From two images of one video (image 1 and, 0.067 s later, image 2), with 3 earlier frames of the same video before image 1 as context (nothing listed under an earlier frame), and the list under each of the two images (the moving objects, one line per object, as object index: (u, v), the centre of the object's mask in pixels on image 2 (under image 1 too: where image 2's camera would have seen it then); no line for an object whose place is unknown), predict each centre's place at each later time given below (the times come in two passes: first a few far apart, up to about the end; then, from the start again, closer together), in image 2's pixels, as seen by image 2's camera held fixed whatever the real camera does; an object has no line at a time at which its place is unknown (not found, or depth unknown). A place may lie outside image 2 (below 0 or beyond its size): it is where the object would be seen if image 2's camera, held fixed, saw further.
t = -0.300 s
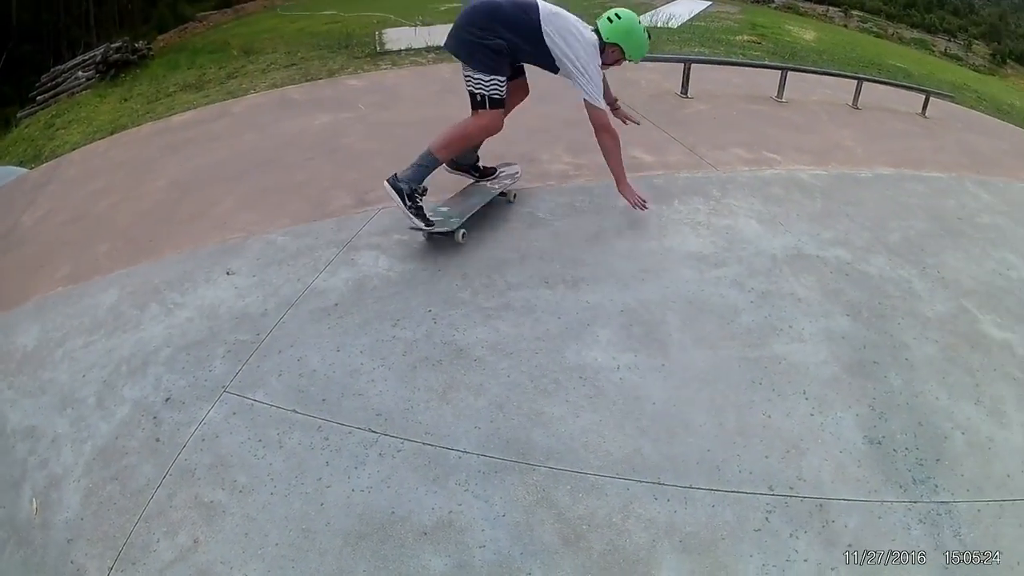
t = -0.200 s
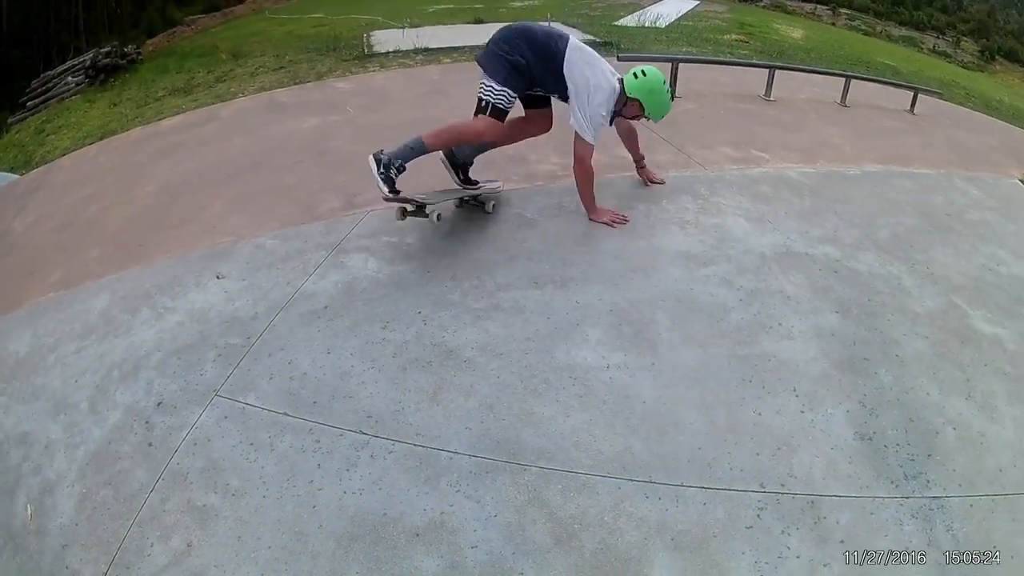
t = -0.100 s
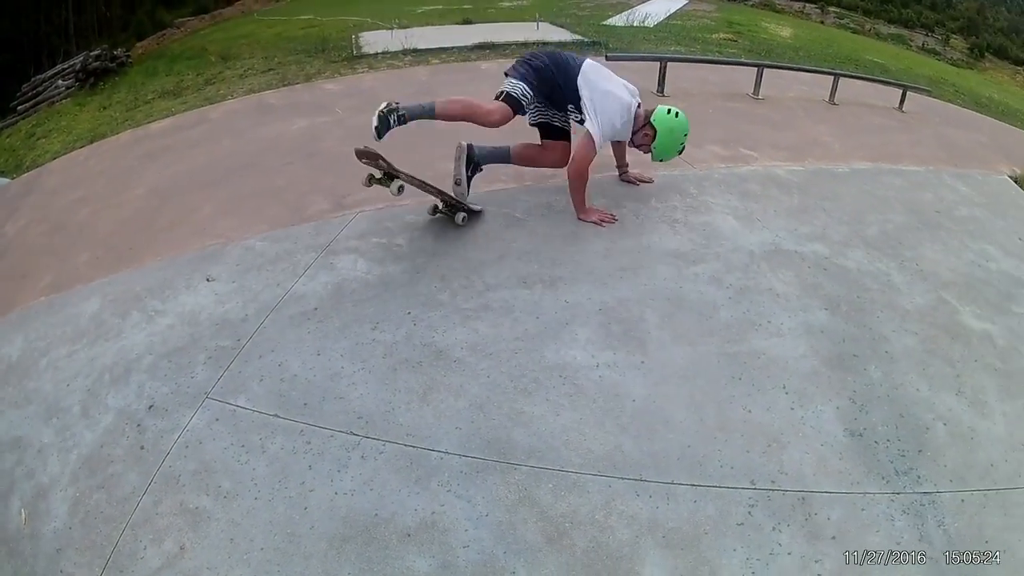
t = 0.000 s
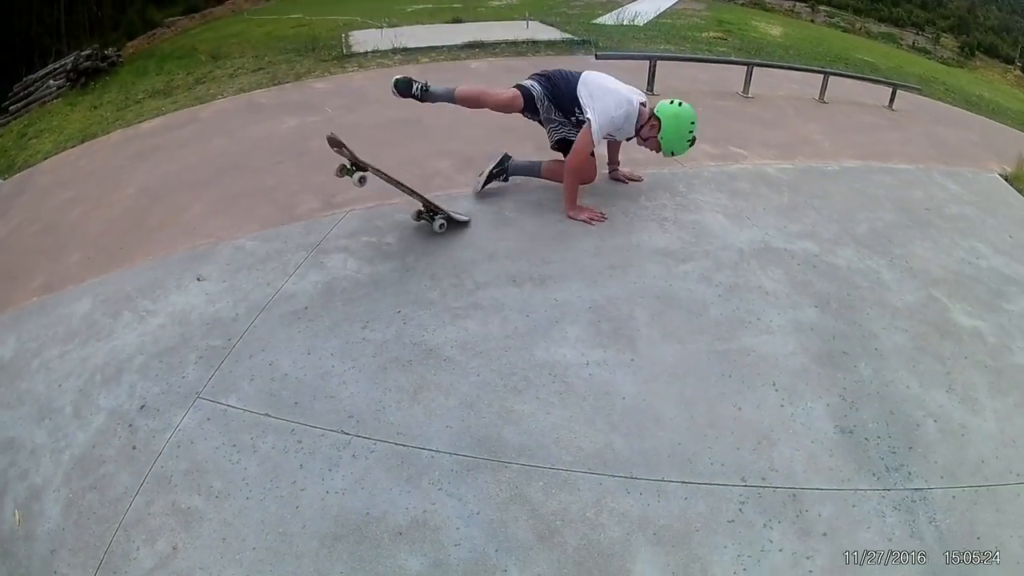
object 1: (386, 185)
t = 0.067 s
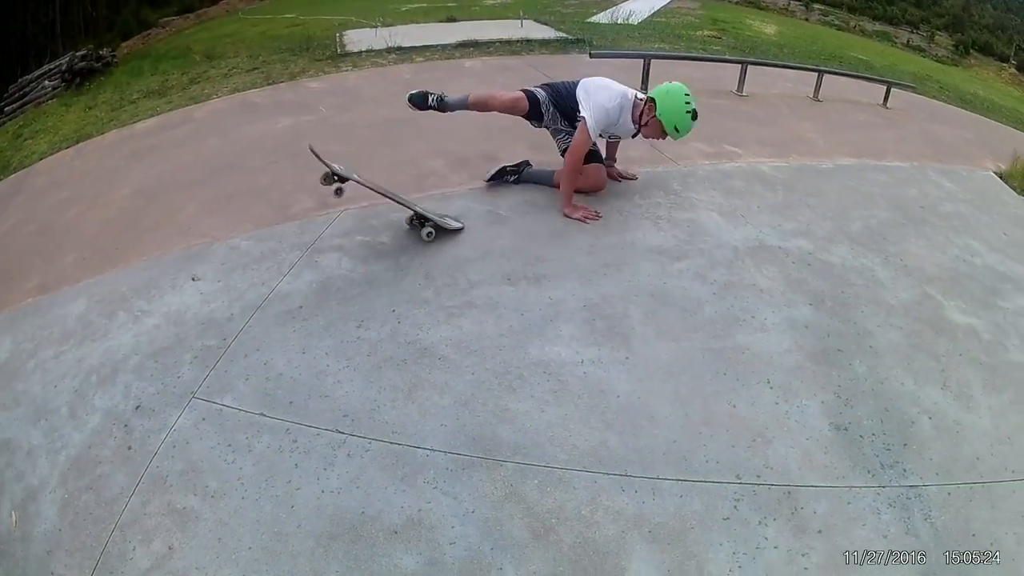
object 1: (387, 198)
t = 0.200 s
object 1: (366, 218)
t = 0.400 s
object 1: (345, 227)
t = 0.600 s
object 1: (325, 233)
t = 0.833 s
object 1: (305, 237)
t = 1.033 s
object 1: (291, 239)
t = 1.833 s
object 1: (262, 246)
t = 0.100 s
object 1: (383, 203)
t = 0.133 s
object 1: (376, 206)
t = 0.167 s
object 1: (370, 212)
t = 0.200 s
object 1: (366, 218)
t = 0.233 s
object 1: (362, 227)
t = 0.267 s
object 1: (359, 229)
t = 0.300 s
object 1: (355, 225)
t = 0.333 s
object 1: (352, 224)
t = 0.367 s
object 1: (349, 225)
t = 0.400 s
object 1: (345, 227)
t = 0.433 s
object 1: (342, 230)
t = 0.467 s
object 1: (338, 230)
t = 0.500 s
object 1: (335, 231)
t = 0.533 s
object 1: (332, 232)
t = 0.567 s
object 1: (329, 233)
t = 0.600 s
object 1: (325, 233)
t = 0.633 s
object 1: (322, 234)
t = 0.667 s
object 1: (320, 234)
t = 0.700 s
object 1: (316, 235)
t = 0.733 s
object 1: (314, 235)
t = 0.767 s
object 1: (311, 236)
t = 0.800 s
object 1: (308, 236)
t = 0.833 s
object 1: (305, 237)
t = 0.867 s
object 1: (303, 237)
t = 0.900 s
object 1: (300, 237)
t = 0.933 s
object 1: (298, 238)
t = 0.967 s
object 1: (296, 238)
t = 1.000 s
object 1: (294, 238)
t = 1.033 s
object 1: (291, 239)
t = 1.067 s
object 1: (289, 239)
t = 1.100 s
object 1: (287, 239)
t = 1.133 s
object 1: (285, 240)
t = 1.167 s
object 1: (283, 240)
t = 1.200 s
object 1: (282, 240)
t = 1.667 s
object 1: (265, 244)
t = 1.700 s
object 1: (264, 245)
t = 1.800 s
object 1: (263, 246)
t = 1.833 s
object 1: (262, 246)
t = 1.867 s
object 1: (261, 247)
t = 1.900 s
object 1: (260, 248)
